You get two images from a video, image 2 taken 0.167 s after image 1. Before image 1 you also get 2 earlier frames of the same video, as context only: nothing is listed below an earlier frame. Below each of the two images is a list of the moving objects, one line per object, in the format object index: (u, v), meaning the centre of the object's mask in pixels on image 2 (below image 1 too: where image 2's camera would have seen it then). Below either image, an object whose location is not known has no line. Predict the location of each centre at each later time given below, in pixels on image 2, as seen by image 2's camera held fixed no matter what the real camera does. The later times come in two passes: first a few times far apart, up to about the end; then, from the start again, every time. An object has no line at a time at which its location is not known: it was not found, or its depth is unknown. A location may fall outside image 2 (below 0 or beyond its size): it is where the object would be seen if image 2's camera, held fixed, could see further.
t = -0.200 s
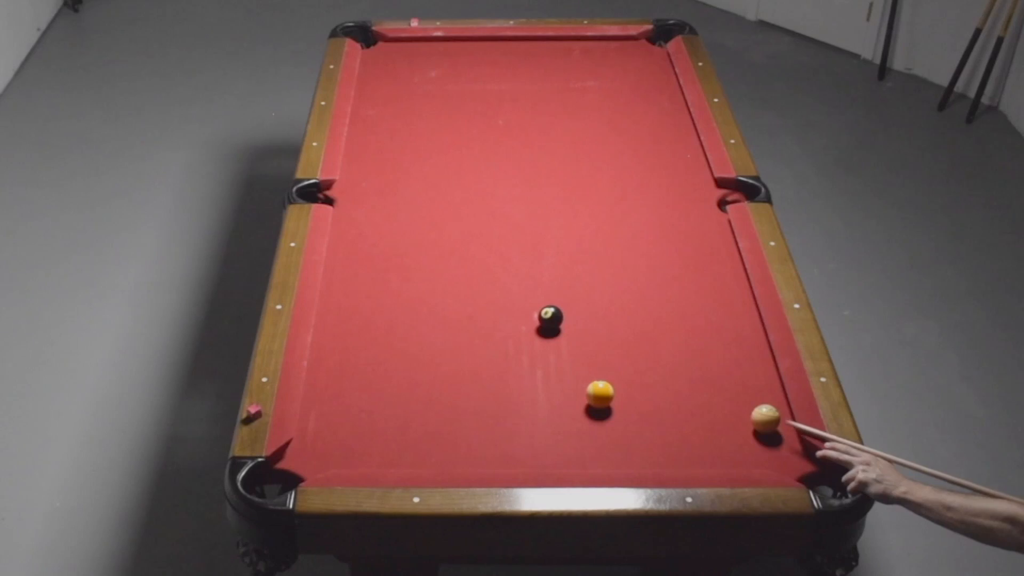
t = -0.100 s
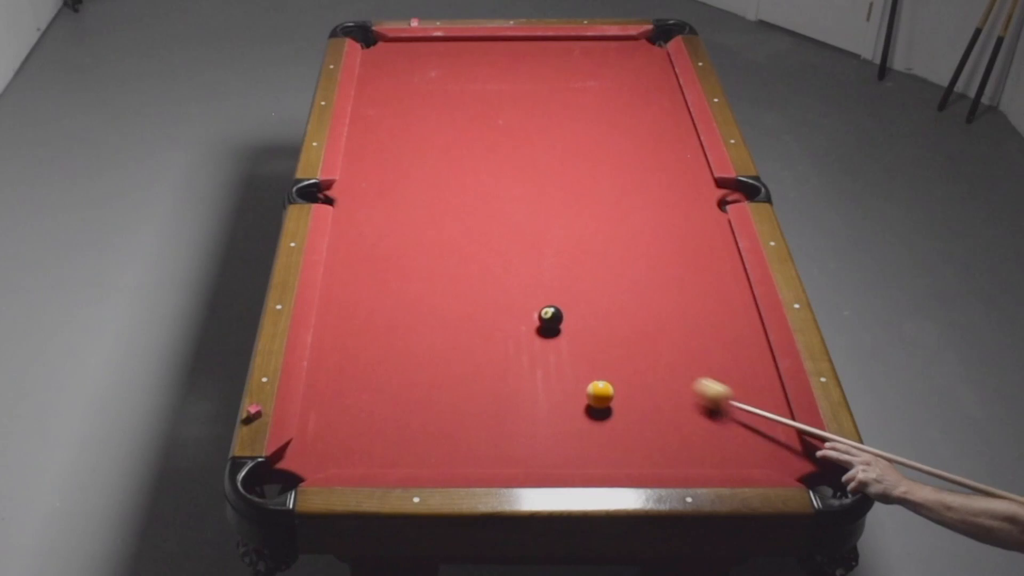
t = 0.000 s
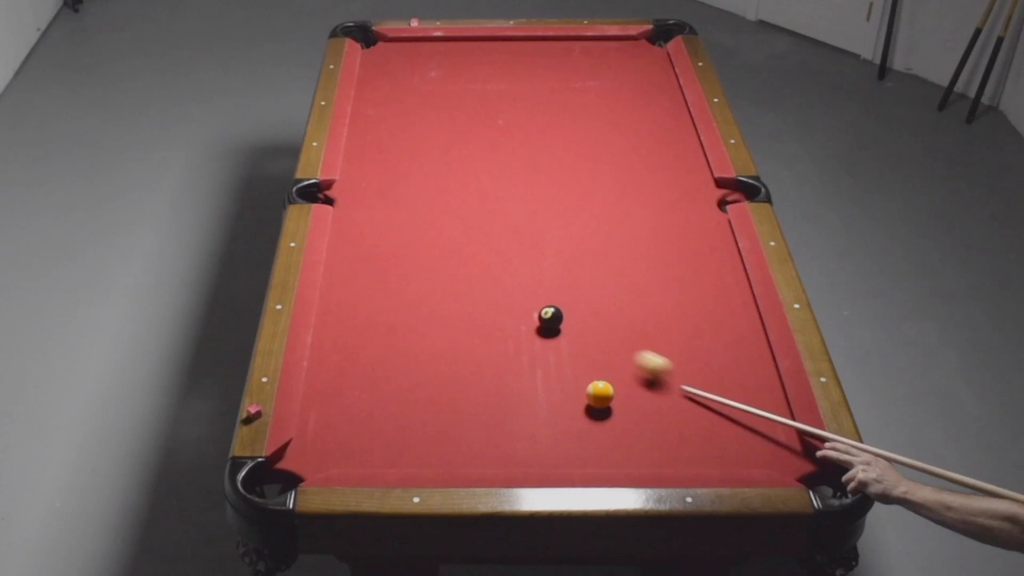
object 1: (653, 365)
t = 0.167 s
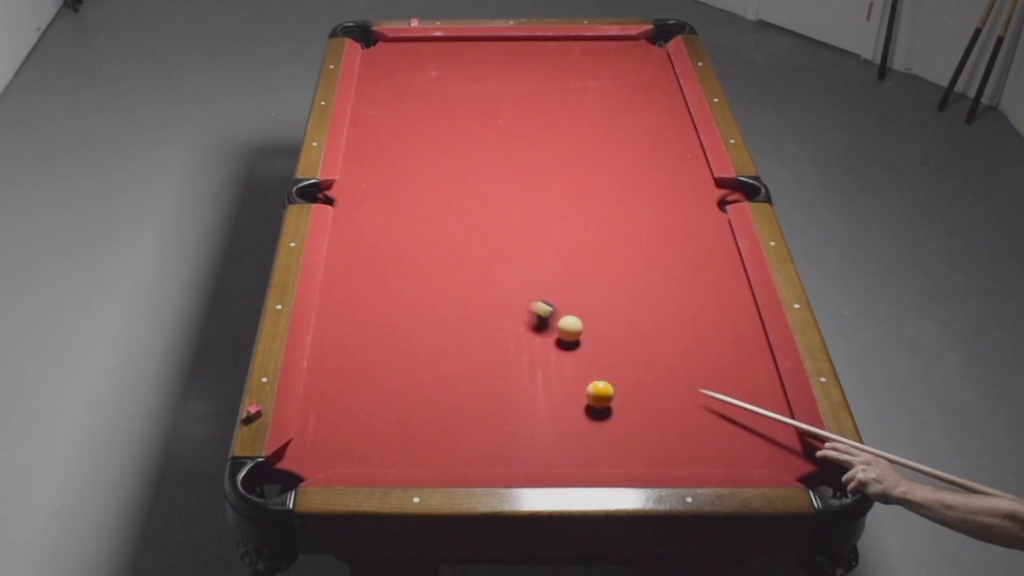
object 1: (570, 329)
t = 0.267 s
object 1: (562, 329)
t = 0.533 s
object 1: (526, 319)
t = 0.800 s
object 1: (493, 311)
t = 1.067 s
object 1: (464, 305)
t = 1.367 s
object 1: (436, 298)
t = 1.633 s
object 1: (414, 293)
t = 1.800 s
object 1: (403, 290)
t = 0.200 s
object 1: (568, 329)
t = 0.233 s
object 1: (565, 329)
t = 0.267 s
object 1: (562, 329)
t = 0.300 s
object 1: (557, 327)
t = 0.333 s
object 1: (552, 326)
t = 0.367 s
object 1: (548, 325)
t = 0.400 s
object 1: (543, 323)
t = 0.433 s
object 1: (538, 322)
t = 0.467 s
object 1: (534, 321)
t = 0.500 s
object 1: (530, 320)
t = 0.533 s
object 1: (526, 319)
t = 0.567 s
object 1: (521, 318)
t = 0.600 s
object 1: (517, 317)
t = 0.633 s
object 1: (513, 316)
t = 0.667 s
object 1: (509, 315)
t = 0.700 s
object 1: (505, 314)
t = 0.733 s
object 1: (501, 313)
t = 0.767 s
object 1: (497, 312)
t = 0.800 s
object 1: (493, 311)
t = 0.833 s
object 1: (489, 311)
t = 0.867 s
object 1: (485, 310)
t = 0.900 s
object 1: (482, 309)
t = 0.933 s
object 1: (478, 308)
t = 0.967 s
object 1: (474, 307)
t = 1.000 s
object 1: (471, 307)
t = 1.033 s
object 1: (467, 306)
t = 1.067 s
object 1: (464, 305)
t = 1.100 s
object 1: (460, 304)
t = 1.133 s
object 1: (457, 303)
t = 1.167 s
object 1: (454, 303)
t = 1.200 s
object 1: (451, 302)
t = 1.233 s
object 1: (448, 301)
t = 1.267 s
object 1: (445, 300)
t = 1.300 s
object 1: (442, 300)
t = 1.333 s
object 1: (439, 299)
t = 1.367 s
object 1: (436, 298)
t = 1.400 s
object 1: (433, 298)
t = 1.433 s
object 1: (430, 297)
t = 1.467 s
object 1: (427, 296)
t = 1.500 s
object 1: (425, 296)
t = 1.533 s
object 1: (422, 295)
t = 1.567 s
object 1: (419, 294)
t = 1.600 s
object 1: (417, 294)
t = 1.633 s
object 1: (414, 293)
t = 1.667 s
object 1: (412, 292)
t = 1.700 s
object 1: (410, 292)
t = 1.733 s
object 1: (407, 291)
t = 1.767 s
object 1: (405, 291)
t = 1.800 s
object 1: (403, 290)
